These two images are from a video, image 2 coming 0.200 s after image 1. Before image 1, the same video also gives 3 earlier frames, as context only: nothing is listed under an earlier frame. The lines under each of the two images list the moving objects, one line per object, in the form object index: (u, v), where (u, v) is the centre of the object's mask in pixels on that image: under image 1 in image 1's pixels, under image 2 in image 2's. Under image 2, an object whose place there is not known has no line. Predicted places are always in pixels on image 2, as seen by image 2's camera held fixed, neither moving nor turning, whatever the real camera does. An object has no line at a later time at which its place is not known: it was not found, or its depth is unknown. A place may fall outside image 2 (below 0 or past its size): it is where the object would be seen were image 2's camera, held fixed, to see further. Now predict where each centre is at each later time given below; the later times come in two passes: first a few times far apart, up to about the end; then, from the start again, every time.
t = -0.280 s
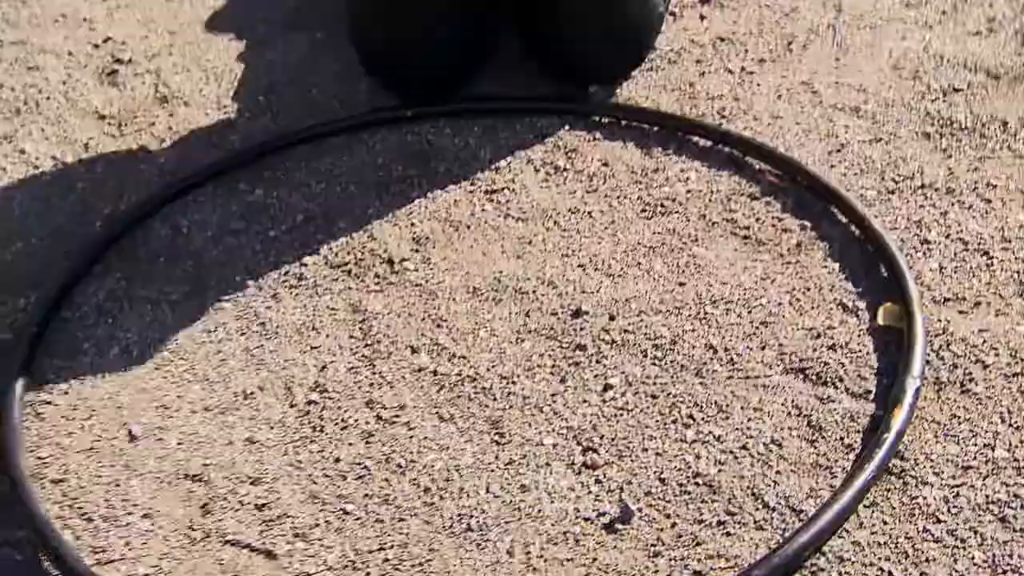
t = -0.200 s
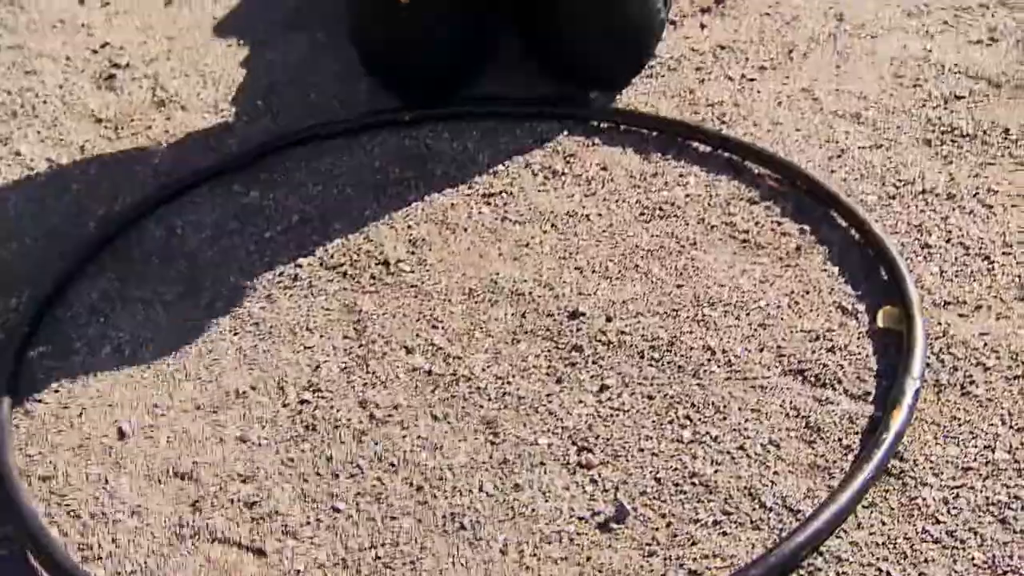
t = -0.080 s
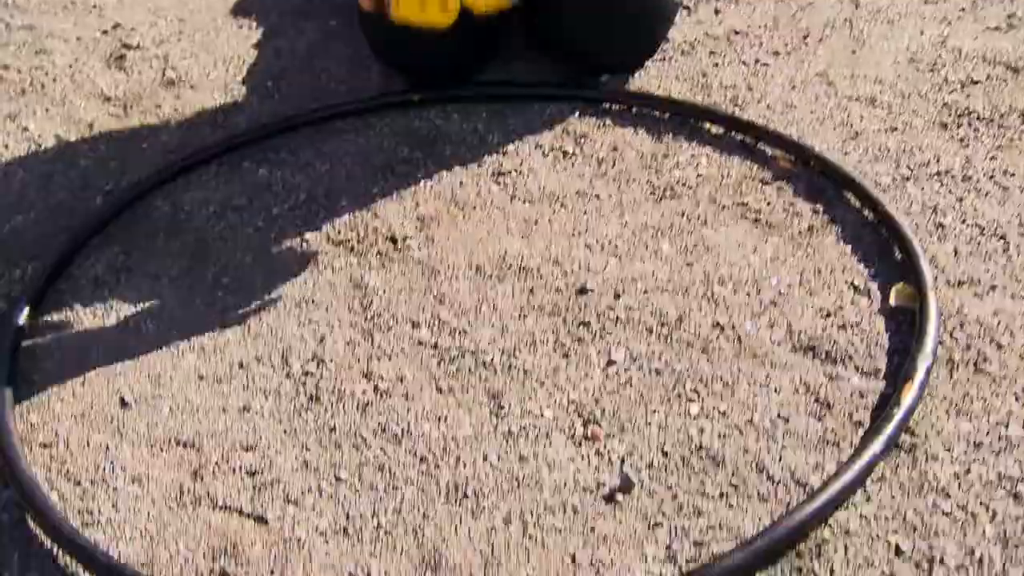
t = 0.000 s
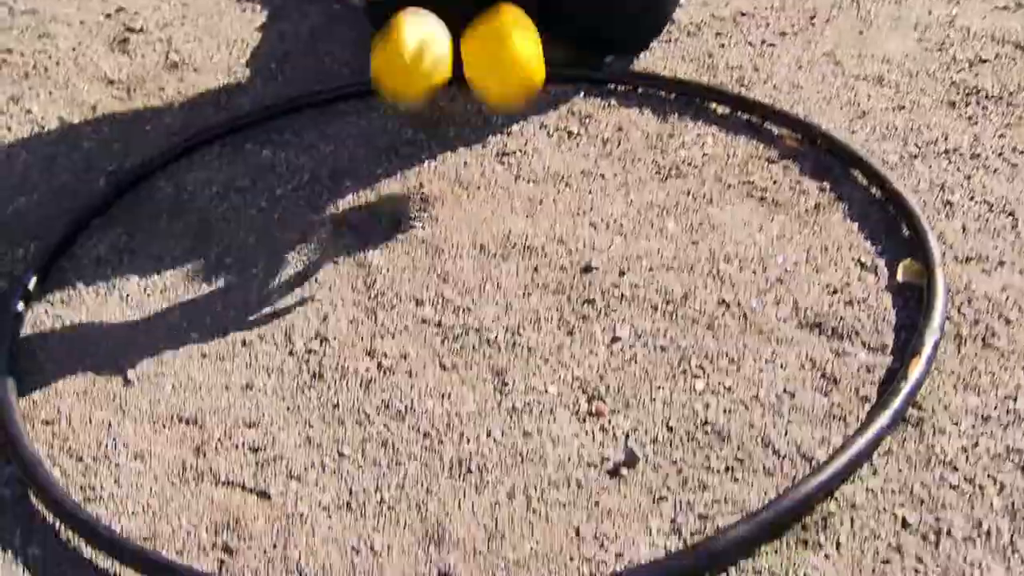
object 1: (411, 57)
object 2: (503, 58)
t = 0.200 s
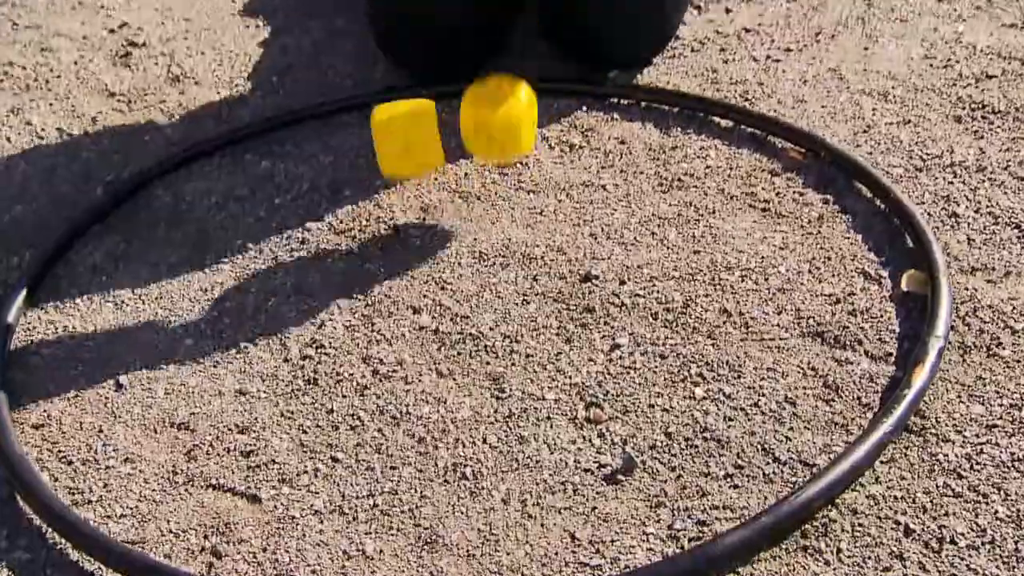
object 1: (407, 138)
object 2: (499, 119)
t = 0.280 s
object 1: (421, 200)
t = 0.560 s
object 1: (465, 265)
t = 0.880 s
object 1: (515, 263)
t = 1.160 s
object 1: (522, 277)
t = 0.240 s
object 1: (412, 162)
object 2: (500, 146)
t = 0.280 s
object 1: (421, 200)
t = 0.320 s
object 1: (432, 206)
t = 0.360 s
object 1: (444, 219)
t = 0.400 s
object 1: (457, 228)
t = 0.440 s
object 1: (467, 244)
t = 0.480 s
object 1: (465, 244)
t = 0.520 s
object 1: (464, 257)
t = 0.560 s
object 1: (465, 265)
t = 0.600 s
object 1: (470, 269)
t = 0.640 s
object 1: (479, 271)
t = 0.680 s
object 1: (488, 271)
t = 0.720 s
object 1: (495, 269)
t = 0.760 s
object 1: (501, 268)
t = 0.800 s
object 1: (506, 266)
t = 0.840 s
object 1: (511, 265)
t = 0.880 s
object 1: (515, 263)
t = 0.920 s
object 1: (517, 263)
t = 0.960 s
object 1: (518, 264)
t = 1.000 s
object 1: (519, 264)
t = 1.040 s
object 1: (519, 266)
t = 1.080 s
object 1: (518, 269)
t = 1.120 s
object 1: (518, 272)
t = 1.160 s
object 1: (522, 277)
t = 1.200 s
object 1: (527, 285)
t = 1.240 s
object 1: (534, 292)
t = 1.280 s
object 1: (543, 293)
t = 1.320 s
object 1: (549, 295)
